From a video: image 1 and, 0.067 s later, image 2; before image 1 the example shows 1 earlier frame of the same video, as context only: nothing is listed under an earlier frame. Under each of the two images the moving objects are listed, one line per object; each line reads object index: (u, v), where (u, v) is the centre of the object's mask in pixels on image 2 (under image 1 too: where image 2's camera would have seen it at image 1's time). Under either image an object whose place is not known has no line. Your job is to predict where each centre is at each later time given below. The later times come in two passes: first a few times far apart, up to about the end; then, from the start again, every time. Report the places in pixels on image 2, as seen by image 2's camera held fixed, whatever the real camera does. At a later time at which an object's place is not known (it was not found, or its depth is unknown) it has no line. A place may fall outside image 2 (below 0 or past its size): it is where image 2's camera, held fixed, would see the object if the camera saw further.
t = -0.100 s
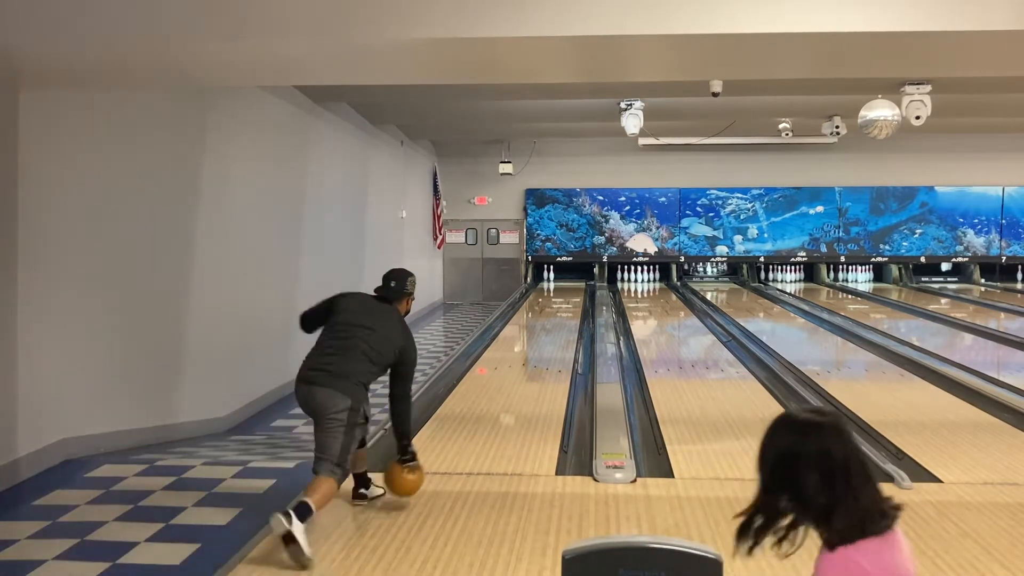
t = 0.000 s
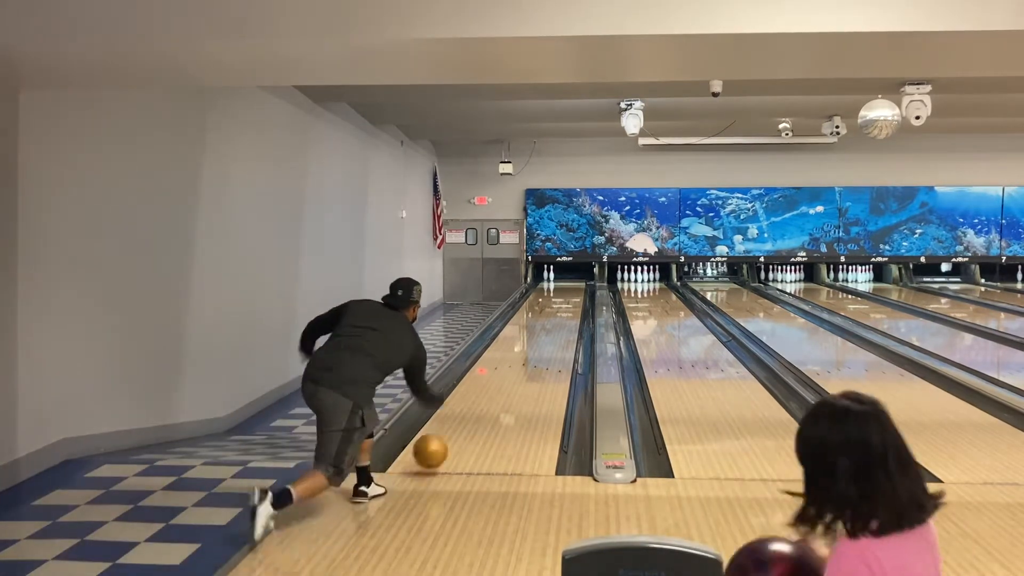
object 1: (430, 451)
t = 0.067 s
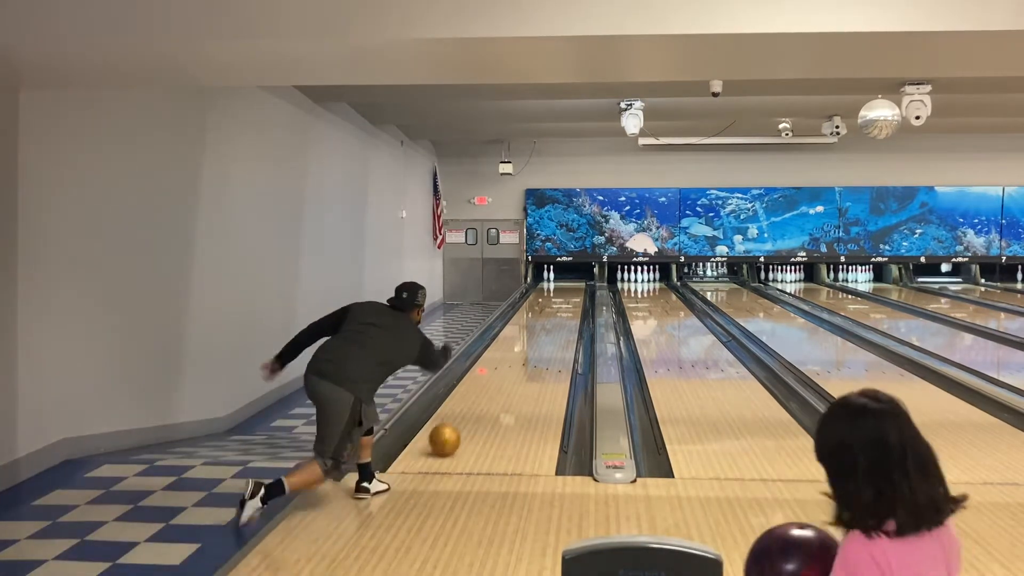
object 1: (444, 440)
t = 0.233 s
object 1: (472, 403)
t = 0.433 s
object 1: (495, 373)
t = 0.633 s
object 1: (511, 350)
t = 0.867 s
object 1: (525, 332)
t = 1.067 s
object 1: (535, 320)
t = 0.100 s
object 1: (451, 431)
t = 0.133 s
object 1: (457, 424)
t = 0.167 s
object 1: (462, 416)
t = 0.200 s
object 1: (467, 410)
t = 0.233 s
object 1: (472, 403)
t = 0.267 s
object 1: (477, 397)
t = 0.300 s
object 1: (481, 392)
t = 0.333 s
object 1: (485, 387)
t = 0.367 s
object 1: (488, 382)
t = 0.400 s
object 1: (492, 377)
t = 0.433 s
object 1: (495, 373)
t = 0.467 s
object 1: (498, 368)
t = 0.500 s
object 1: (501, 364)
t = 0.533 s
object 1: (504, 360)
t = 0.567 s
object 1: (507, 357)
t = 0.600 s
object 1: (509, 354)
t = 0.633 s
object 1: (511, 350)
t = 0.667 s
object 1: (514, 347)
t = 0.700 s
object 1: (516, 345)
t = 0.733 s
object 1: (518, 342)
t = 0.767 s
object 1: (520, 339)
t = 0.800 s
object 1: (521, 337)
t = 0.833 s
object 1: (523, 334)
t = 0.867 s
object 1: (525, 332)
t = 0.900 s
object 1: (527, 330)
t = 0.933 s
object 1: (528, 328)
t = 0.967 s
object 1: (530, 325)
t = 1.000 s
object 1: (531, 323)
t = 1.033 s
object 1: (533, 322)
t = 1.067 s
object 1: (535, 320)
